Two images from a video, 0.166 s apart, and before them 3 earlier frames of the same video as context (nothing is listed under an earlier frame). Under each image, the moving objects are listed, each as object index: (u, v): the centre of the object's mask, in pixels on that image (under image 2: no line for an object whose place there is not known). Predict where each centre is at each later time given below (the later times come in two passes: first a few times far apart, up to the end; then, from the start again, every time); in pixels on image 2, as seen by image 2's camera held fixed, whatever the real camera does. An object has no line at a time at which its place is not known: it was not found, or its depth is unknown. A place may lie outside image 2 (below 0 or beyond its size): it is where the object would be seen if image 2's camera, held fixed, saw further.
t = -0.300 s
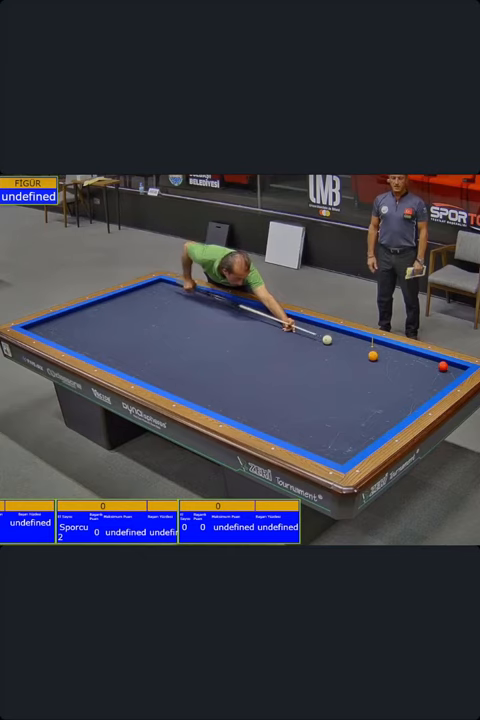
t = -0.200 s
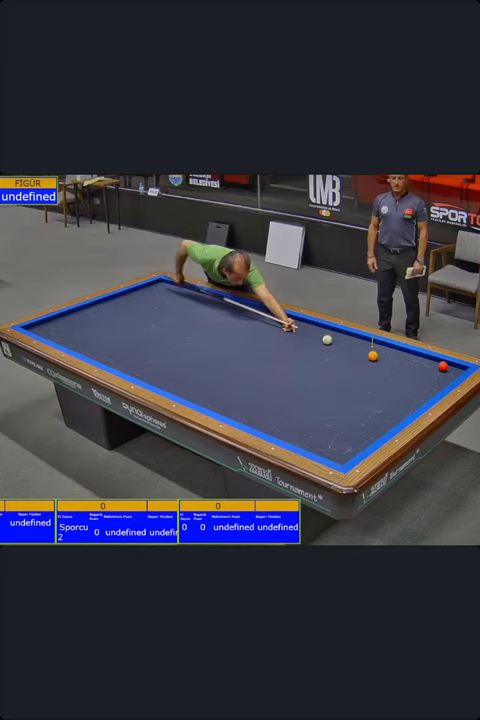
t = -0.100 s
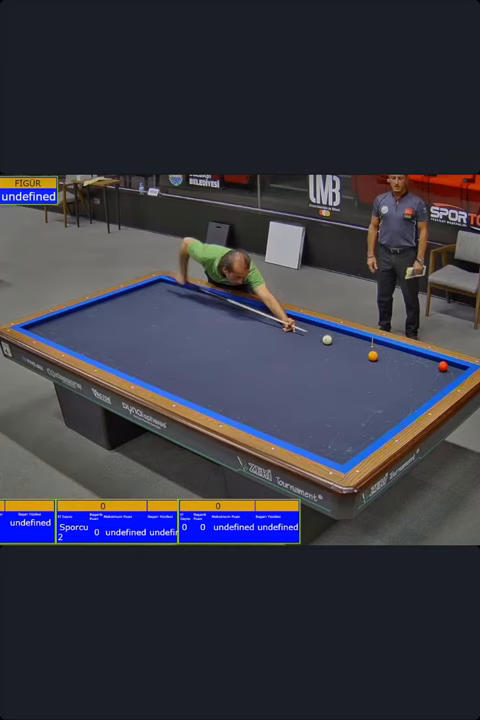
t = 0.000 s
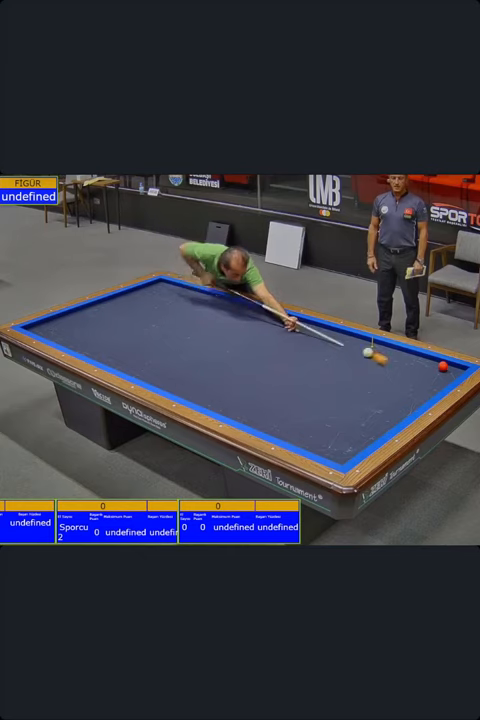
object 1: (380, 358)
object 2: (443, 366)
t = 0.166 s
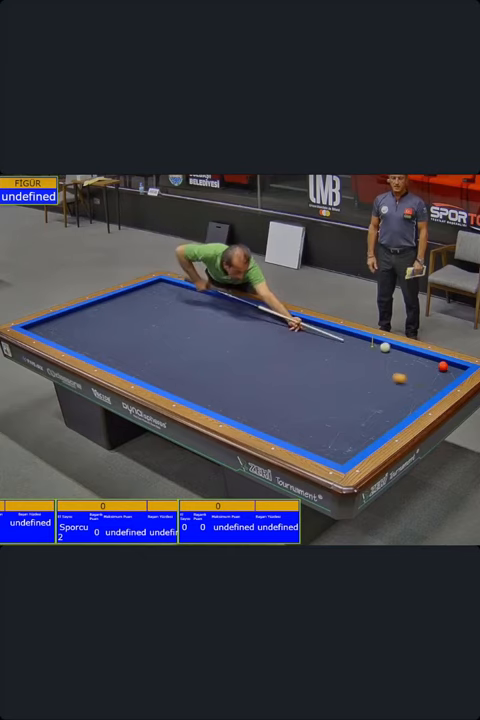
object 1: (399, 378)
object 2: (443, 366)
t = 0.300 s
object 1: (326, 362)
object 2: (443, 366)
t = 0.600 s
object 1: (192, 333)
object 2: (443, 366)
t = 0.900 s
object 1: (97, 312)
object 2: (443, 366)
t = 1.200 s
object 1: (119, 323)
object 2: (443, 366)
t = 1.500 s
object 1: (168, 341)
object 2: (443, 366)
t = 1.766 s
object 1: (209, 358)
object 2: (443, 366)
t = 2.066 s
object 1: (261, 379)
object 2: (443, 366)
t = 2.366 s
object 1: (318, 402)
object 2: (443, 366)
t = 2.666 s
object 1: (381, 427)
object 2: (443, 366)
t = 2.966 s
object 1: (343, 413)
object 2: (443, 366)
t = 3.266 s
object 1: (308, 400)
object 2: (443, 366)
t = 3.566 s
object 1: (276, 388)
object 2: (443, 366)
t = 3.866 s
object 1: (247, 377)
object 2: (443, 366)
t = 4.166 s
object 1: (220, 366)
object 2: (443, 366)
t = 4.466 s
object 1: (195, 357)
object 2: (443, 366)
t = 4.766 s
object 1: (172, 348)
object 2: (443, 366)
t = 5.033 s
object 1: (154, 341)
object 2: (443, 366)
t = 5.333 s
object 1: (134, 334)
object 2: (443, 366)
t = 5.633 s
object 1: (116, 327)
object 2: (443, 366)
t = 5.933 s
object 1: (100, 321)
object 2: (443, 366)
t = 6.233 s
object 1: (85, 315)
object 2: (443, 366)
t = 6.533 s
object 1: (74, 311)
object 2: (443, 366)
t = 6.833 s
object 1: (83, 313)
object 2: (443, 366)
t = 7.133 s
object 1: (91, 316)
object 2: (443, 366)
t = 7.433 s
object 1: (99, 319)
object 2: (446, 367)
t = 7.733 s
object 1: (107, 322)
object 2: (457, 369)
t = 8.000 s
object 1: (114, 325)
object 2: (457, 369)
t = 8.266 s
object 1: (120, 327)
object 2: (453, 368)
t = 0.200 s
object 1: (380, 374)
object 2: (443, 366)
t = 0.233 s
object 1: (361, 370)
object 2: (443, 366)
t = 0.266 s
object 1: (343, 366)
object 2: (443, 366)
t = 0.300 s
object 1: (326, 362)
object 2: (443, 366)
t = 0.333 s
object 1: (309, 358)
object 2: (443, 366)
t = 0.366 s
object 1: (292, 354)
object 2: (443, 366)
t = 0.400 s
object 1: (275, 351)
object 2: (443, 366)
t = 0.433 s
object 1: (261, 347)
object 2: (443, 366)
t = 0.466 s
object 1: (246, 344)
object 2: (443, 366)
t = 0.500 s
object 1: (231, 341)
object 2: (443, 366)
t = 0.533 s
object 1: (218, 338)
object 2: (443, 366)
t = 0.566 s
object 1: (205, 335)
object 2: (443, 366)
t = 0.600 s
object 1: (192, 333)
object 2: (443, 366)
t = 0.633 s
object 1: (180, 330)
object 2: (443, 366)
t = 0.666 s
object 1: (168, 327)
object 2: (443, 366)
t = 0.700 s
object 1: (157, 325)
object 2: (443, 366)
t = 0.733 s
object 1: (146, 322)
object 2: (443, 366)
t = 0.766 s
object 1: (135, 320)
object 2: (443, 366)
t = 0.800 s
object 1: (125, 318)
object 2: (443, 366)
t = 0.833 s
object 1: (116, 316)
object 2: (443, 366)
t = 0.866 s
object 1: (106, 314)
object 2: (443, 366)
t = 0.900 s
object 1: (97, 312)
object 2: (443, 366)
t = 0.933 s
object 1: (88, 310)
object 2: (443, 366)
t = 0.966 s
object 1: (80, 308)
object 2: (443, 366)
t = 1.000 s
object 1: (84, 310)
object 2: (443, 366)
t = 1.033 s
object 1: (90, 312)
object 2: (443, 366)
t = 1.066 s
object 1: (96, 314)
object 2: (443, 366)
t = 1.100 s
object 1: (102, 316)
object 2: (443, 366)
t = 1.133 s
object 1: (108, 318)
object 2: (443, 366)
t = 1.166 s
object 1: (114, 320)
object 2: (443, 366)
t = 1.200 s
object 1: (119, 323)
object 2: (443, 366)
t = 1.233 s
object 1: (125, 325)
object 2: (443, 366)
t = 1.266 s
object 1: (131, 327)
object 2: (443, 366)
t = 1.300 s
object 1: (137, 329)
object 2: (443, 366)
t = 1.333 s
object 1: (142, 331)
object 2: (443, 366)
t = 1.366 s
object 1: (148, 333)
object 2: (443, 366)
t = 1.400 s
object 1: (153, 335)
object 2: (443, 366)
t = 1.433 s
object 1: (158, 337)
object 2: (443, 366)
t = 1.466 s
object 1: (163, 339)
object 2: (443, 366)
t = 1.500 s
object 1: (168, 341)
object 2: (443, 366)
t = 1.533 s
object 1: (173, 343)
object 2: (443, 366)
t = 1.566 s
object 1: (178, 345)
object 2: (443, 366)
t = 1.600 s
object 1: (183, 348)
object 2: (443, 366)
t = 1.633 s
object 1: (188, 350)
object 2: (443, 366)
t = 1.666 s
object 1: (193, 352)
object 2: (443, 366)
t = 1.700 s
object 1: (199, 354)
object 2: (443, 366)
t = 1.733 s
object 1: (204, 356)
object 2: (443, 366)
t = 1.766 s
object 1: (209, 358)
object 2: (443, 366)
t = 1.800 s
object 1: (215, 360)
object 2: (443, 366)
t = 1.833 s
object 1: (220, 363)
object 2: (443, 366)
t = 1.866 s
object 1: (226, 365)
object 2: (443, 366)
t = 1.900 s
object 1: (232, 367)
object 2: (443, 366)
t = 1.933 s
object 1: (237, 370)
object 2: (443, 366)
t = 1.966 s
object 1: (243, 372)
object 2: (443, 366)
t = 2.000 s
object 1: (249, 374)
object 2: (443, 366)
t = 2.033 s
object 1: (255, 377)
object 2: (443, 366)
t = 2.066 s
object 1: (261, 379)
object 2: (443, 366)
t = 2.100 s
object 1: (267, 381)
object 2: (443, 366)
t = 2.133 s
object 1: (273, 384)
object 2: (443, 366)
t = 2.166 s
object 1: (279, 386)
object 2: (443, 366)
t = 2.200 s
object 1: (286, 389)
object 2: (443, 366)
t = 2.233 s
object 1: (292, 391)
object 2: (443, 366)
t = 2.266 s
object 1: (298, 394)
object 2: (443, 366)
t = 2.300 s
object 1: (305, 397)
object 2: (443, 366)
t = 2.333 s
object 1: (311, 399)
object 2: (443, 366)
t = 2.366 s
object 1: (318, 402)
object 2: (443, 366)
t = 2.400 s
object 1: (325, 405)
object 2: (443, 366)
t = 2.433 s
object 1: (331, 407)
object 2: (443, 366)
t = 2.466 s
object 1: (338, 410)
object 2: (443, 366)
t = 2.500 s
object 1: (345, 413)
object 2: (443, 366)
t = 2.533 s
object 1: (352, 415)
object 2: (443, 366)
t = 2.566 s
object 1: (359, 419)
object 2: (443, 366)
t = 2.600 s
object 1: (367, 422)
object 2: (443, 366)
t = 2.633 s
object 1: (374, 425)
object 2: (443, 366)
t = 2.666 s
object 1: (381, 427)
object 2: (443, 366)
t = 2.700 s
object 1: (383, 427)
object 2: (443, 366)
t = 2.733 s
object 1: (377, 425)
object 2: (443, 366)
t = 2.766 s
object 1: (371, 423)
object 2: (443, 366)
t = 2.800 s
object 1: (366, 421)
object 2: (443, 366)
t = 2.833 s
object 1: (361, 419)
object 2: (443, 366)
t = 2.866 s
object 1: (356, 418)
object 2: (443, 366)
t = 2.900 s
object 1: (351, 416)
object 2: (443, 366)
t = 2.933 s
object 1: (347, 414)
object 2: (443, 366)
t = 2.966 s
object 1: (343, 413)
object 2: (443, 366)
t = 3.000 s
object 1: (339, 411)
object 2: (443, 366)
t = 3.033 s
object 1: (335, 410)
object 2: (443, 366)
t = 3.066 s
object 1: (331, 408)
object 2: (443, 366)
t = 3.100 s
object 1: (327, 407)
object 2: (443, 366)
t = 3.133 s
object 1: (323, 406)
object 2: (443, 366)
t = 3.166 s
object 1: (319, 404)
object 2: (443, 366)
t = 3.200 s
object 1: (316, 403)
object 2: (443, 366)
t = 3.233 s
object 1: (312, 401)
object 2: (443, 366)
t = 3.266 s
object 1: (308, 400)
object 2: (443, 366)
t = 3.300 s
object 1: (305, 398)
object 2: (443, 366)
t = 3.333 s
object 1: (301, 397)
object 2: (443, 366)
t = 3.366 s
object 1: (297, 396)
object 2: (443, 366)
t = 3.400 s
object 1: (294, 394)
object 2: (443, 366)
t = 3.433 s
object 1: (290, 393)
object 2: (443, 366)
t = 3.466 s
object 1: (287, 392)
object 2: (443, 366)
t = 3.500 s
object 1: (283, 390)
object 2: (443, 366)
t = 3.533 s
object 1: (280, 389)
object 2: (443, 366)
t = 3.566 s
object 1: (276, 388)
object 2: (443, 366)
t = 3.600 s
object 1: (273, 387)
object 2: (443, 366)
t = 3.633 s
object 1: (270, 385)
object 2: (443, 366)
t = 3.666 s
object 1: (267, 384)
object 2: (443, 366)
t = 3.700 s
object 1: (263, 383)
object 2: (443, 366)
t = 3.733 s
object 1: (260, 382)
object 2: (443, 366)
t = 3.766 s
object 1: (257, 380)
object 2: (443, 366)
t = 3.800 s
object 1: (253, 379)
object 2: (443, 366)
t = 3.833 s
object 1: (250, 378)
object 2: (443, 366)
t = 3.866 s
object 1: (247, 377)
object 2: (443, 366)
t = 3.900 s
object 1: (244, 375)
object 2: (443, 366)
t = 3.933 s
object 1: (241, 374)
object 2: (443, 366)
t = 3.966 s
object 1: (238, 373)
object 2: (443, 366)
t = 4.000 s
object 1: (235, 372)
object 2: (443, 366)
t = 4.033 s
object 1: (232, 371)
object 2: (443, 366)
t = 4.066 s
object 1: (229, 370)
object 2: (443, 366)
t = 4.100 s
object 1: (226, 369)
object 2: (443, 366)
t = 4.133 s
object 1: (223, 368)
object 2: (443, 366)
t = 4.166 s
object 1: (220, 366)
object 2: (443, 366)
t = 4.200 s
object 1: (217, 365)
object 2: (443, 366)
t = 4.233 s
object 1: (214, 364)
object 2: (443, 366)
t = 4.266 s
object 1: (211, 363)
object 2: (443, 366)
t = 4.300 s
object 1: (209, 362)
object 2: (443, 366)
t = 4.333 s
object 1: (206, 361)
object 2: (443, 366)
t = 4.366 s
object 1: (203, 360)
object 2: (443, 366)
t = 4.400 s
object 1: (200, 359)
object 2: (443, 366)
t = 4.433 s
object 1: (198, 358)
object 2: (443, 366)
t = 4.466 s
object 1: (195, 357)
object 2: (443, 366)
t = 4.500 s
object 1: (192, 356)
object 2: (443, 366)
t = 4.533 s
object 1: (190, 355)
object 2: (443, 366)
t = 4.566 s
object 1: (187, 354)
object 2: (443, 366)
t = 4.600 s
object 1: (184, 353)
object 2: (443, 366)
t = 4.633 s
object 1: (182, 352)
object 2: (443, 366)
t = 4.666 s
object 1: (180, 351)
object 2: (443, 366)
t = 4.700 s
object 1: (177, 350)
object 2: (443, 366)
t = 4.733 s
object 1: (174, 349)
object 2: (443, 366)
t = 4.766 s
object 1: (172, 348)
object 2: (443, 366)
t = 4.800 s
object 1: (170, 347)
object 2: (443, 366)
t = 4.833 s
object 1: (167, 346)
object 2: (443, 366)
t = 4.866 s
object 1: (165, 346)
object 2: (443, 366)
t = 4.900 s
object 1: (163, 345)
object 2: (443, 366)
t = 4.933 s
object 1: (160, 343)
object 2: (443, 366)
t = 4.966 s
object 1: (158, 343)
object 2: (443, 366)
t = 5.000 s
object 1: (156, 342)
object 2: (443, 366)
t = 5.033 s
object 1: (154, 341)
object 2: (443, 366)
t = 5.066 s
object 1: (151, 340)
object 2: (443, 366)
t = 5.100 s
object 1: (149, 340)
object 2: (443, 366)
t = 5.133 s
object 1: (147, 339)
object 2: (443, 366)
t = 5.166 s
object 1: (145, 338)
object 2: (443, 366)
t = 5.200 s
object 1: (142, 337)
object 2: (443, 366)
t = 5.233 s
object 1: (141, 336)
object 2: (443, 366)
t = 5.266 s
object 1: (138, 335)
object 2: (443, 366)
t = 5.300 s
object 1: (136, 335)
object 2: (443, 366)
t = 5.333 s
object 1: (134, 334)
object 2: (443, 366)
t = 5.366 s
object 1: (132, 333)
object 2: (443, 366)
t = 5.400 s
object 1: (130, 332)
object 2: (443, 366)
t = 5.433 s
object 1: (128, 332)
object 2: (443, 366)
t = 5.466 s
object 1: (126, 331)
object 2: (443, 366)
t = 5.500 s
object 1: (124, 330)
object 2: (443, 366)
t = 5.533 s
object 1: (122, 329)
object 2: (443, 366)
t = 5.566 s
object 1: (120, 328)
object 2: (443, 366)
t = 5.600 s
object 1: (118, 328)
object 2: (443, 366)
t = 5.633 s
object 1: (116, 327)
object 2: (443, 366)
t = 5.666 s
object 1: (114, 326)
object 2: (443, 366)
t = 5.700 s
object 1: (113, 325)
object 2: (443, 366)
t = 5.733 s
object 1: (110, 325)
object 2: (443, 366)
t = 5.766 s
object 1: (109, 324)
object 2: (443, 366)
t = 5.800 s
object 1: (107, 323)
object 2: (443, 366)
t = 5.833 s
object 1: (105, 323)
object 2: (443, 366)
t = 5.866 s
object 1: (103, 322)
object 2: (443, 366)
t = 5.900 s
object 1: (102, 321)
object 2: (443, 366)
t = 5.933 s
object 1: (100, 321)
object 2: (443, 366)
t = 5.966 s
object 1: (98, 320)
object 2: (443, 366)
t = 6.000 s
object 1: (96, 319)
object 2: (443, 366)
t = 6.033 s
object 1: (95, 318)
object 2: (443, 366)
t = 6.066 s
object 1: (93, 318)
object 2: (443, 366)
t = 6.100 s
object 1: (91, 317)
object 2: (443, 366)
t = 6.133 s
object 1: (90, 316)
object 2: (443, 366)
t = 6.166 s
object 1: (88, 316)
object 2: (443, 366)
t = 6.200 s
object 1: (86, 315)
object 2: (443, 366)
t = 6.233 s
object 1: (85, 315)
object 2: (443, 366)
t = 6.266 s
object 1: (84, 314)
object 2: (443, 366)
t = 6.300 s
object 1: (82, 313)
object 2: (443, 366)
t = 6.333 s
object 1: (80, 313)
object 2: (443, 366)
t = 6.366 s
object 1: (78, 312)
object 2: (443, 366)
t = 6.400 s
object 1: (77, 311)
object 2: (443, 366)
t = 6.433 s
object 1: (76, 311)
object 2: (443, 366)
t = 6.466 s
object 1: (74, 310)
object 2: (443, 366)
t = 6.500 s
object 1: (74, 310)
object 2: (443, 366)
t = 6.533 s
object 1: (74, 311)
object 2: (443, 366)
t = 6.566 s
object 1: (76, 311)
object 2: (443, 366)
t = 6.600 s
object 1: (76, 311)
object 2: (443, 366)
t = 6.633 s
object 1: (77, 311)
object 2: (443, 366)
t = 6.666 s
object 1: (78, 312)
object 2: (443, 366)
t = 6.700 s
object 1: (79, 312)
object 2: (443, 366)
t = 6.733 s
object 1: (80, 312)
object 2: (443, 366)
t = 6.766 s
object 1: (81, 313)
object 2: (443, 366)
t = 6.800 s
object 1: (82, 313)
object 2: (443, 366)
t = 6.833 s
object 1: (83, 313)
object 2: (443, 366)
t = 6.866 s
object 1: (84, 314)
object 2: (443, 366)
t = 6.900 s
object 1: (85, 314)
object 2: (443, 366)
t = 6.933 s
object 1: (86, 315)
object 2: (443, 366)
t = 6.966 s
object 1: (87, 315)
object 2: (443, 366)
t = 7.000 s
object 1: (87, 315)
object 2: (443, 366)
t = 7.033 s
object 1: (88, 315)
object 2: (443, 366)
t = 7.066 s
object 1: (89, 316)
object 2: (443, 366)
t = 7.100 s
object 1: (90, 316)
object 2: (443, 366)
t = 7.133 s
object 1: (91, 316)
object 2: (443, 366)
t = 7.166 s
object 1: (92, 317)
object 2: (443, 366)
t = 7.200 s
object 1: (93, 317)
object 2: (443, 366)
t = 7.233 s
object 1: (94, 317)
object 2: (443, 366)
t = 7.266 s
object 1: (95, 317)
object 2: (443, 366)
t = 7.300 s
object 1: (96, 318)
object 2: (443, 366)
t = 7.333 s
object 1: (97, 318)
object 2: (443, 366)
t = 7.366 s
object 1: (97, 318)
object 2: (443, 366)
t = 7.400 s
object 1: (98, 319)
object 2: (444, 366)
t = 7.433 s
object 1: (99, 319)
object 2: (446, 367)
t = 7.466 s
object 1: (100, 319)
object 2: (447, 367)
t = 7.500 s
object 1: (101, 320)
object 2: (448, 367)
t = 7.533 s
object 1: (102, 320)
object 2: (449, 368)
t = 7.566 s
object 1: (103, 320)
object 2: (451, 368)
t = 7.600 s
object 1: (104, 321)
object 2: (452, 368)
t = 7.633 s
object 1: (104, 321)
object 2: (453, 369)
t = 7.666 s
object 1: (106, 321)
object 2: (454, 369)
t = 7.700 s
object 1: (106, 322)
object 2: (455, 369)
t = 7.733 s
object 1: (107, 322)
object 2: (457, 369)
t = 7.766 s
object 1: (108, 322)
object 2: (457, 370)
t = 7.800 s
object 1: (109, 323)
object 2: (458, 370)
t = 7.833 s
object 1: (110, 323)
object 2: (459, 370)
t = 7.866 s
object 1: (111, 323)
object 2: (459, 370)
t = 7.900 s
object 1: (111, 324)
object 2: (459, 370)
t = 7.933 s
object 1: (112, 324)
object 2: (458, 370)
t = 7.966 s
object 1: (113, 324)
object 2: (458, 370)
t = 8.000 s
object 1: (114, 325)
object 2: (457, 369)
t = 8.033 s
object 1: (115, 325)
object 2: (457, 369)
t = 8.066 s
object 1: (116, 325)
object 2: (456, 369)
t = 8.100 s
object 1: (116, 325)
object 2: (456, 369)
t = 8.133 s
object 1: (117, 326)
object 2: (456, 369)
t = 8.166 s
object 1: (118, 326)
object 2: (456, 369)
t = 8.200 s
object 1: (119, 326)
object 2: (455, 369)
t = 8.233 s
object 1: (120, 327)
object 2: (454, 369)
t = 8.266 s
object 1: (120, 327)
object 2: (453, 368)
